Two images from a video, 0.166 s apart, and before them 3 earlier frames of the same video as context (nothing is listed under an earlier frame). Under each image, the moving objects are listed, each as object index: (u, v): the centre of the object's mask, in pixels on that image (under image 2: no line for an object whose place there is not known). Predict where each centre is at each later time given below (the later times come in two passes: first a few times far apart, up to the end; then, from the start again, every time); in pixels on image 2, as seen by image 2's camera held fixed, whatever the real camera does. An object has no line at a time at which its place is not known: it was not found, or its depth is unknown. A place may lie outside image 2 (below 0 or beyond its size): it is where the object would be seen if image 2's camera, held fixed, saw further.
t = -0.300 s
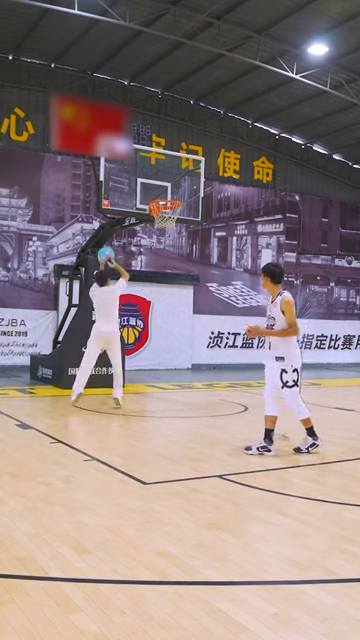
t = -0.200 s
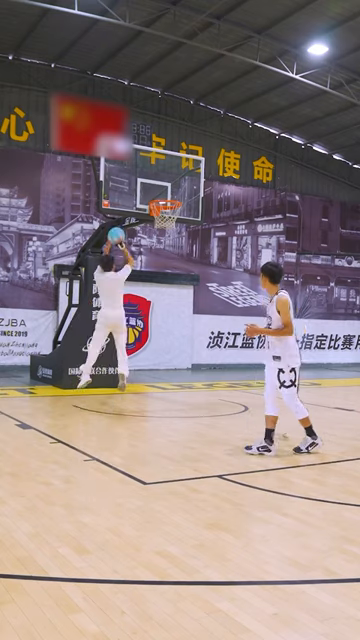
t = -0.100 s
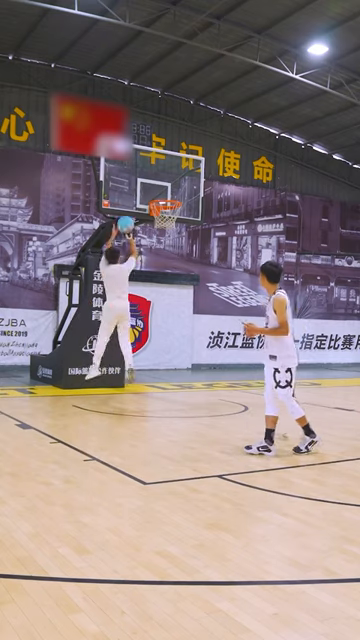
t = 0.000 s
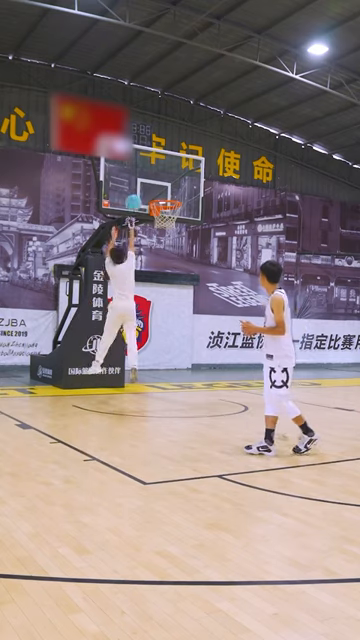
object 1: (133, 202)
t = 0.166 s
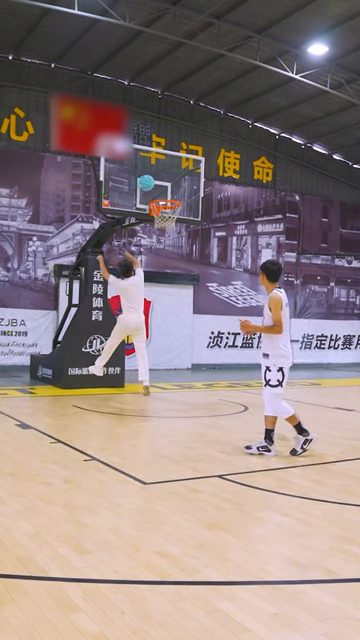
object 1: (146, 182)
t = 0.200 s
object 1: (150, 182)
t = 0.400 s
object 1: (171, 192)
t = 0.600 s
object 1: (159, 195)
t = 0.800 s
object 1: (170, 195)
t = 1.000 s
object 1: (160, 208)
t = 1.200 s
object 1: (154, 212)
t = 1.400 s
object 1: (165, 228)
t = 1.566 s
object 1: (175, 256)
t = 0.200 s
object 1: (150, 182)
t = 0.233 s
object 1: (153, 182)
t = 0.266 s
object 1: (157, 183)
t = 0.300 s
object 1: (160, 184)
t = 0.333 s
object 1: (165, 187)
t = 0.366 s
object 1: (168, 189)
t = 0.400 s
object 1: (171, 192)
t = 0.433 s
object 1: (174, 194)
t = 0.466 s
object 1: (171, 193)
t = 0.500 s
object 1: (168, 193)
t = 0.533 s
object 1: (165, 193)
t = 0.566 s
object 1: (162, 194)
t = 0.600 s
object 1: (159, 195)
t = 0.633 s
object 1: (157, 195)
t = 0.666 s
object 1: (160, 195)
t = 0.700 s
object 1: (163, 194)
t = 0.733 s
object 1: (165, 194)
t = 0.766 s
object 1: (168, 194)
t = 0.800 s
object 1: (170, 195)
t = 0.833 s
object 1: (173, 196)
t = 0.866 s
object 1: (170, 196)
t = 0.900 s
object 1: (168, 196)
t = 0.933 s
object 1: (165, 197)
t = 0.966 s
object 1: (163, 202)
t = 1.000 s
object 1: (160, 208)
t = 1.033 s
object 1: (157, 210)
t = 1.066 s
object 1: (154, 212)
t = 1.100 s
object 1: (153, 213)
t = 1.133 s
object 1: (153, 213)
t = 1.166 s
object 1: (153, 212)
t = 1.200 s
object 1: (154, 212)
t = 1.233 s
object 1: (156, 214)
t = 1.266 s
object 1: (158, 215)
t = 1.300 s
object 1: (159, 218)
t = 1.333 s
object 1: (160, 223)
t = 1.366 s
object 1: (162, 225)
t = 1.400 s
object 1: (165, 228)
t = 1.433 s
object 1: (167, 232)
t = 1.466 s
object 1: (169, 236)
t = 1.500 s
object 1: (171, 242)
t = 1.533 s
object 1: (173, 249)
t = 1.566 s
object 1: (175, 256)
